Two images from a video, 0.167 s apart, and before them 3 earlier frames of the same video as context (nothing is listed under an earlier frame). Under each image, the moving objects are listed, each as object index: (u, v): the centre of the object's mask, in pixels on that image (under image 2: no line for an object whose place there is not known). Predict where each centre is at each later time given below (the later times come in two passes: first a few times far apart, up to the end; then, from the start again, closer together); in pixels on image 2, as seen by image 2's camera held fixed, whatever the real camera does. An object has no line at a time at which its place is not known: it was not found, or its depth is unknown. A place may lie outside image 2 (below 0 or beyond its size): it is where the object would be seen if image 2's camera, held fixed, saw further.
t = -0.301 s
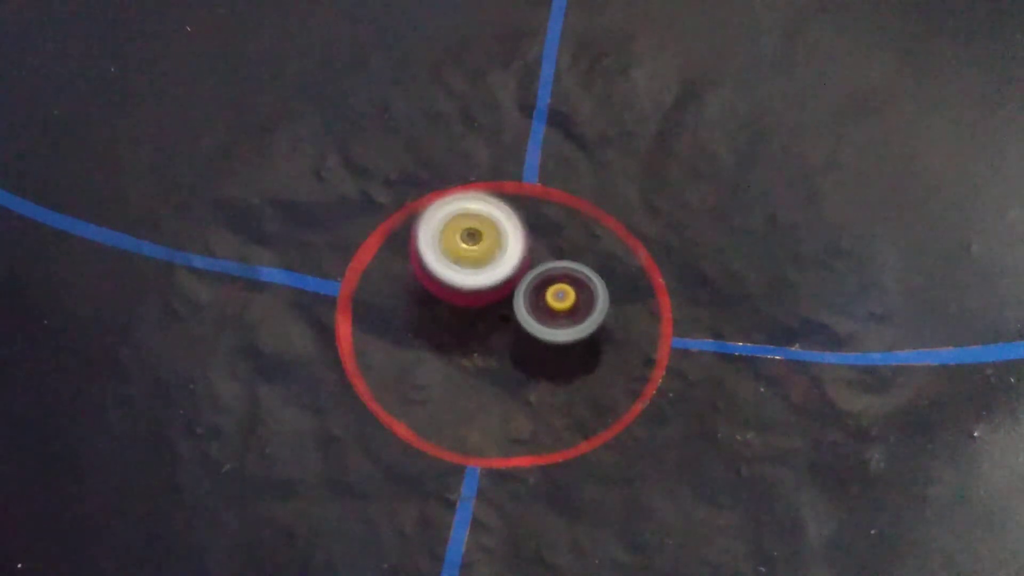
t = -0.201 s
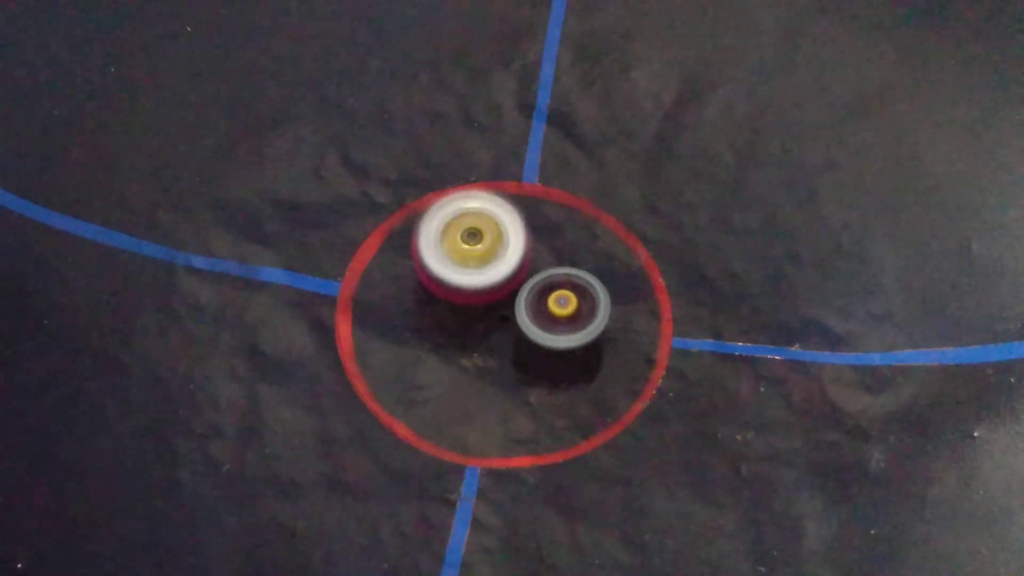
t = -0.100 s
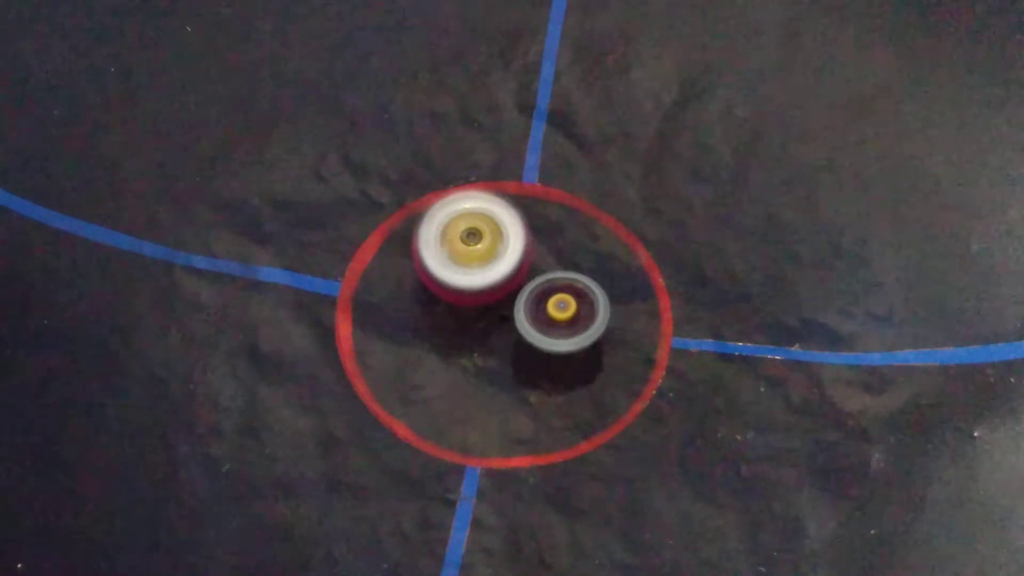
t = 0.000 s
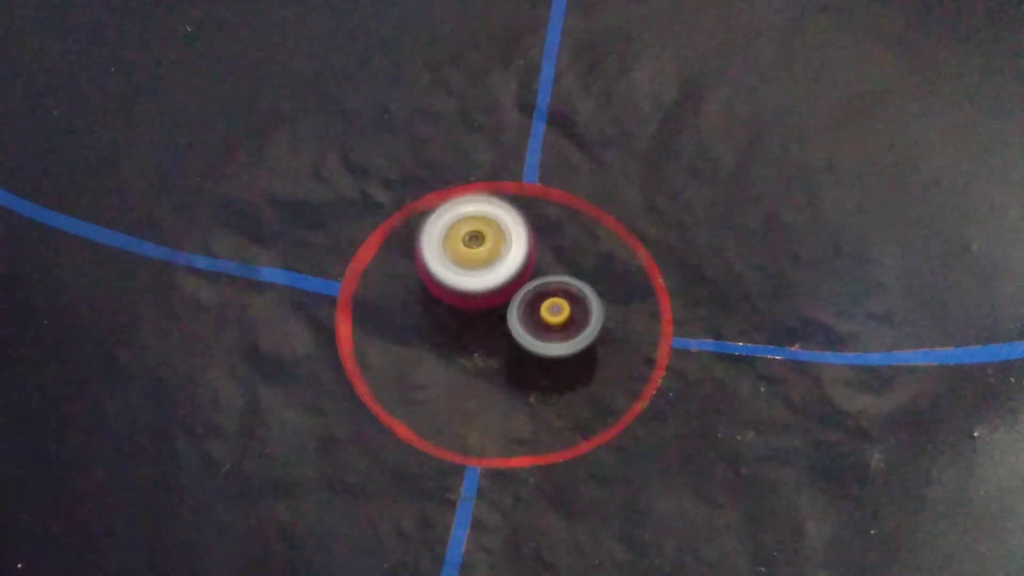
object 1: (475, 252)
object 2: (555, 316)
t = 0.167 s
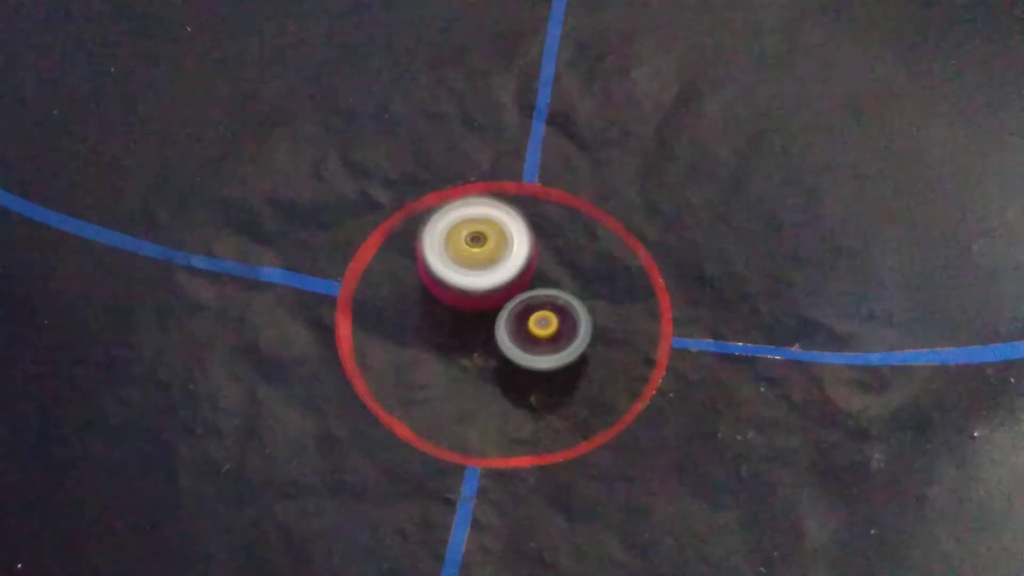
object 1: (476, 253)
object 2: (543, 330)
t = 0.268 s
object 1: (474, 255)
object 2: (537, 337)
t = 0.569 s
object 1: (465, 260)
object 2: (550, 341)
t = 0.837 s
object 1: (463, 258)
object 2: (540, 330)
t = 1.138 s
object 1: (469, 250)
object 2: (533, 330)
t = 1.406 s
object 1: (476, 248)
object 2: (535, 329)
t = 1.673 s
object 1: (478, 249)
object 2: (537, 332)
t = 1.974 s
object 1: (472, 250)
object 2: (539, 328)
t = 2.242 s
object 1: (469, 245)
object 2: (530, 326)
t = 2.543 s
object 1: (465, 251)
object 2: (533, 326)
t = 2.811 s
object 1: (471, 254)
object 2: (538, 333)
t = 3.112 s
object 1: (473, 251)
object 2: (536, 330)
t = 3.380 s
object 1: (471, 250)
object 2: (538, 332)
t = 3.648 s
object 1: (468, 251)
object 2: (537, 330)
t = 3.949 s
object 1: (472, 248)
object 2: (536, 328)
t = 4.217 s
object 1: (473, 251)
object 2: (535, 328)
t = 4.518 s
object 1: (472, 254)
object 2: (547, 336)
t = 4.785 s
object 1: (470, 257)
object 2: (541, 329)
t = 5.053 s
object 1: (471, 253)
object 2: (536, 328)
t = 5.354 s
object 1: (476, 249)
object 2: (546, 338)
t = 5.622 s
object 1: (480, 256)
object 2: (548, 332)
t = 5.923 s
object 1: (465, 254)
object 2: (553, 338)
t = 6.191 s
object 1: (481, 252)
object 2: (542, 329)
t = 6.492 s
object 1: (477, 245)
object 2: (533, 328)
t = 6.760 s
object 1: (462, 252)
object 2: (530, 327)
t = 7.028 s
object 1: (446, 261)
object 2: (531, 313)
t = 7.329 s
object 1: (441, 255)
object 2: (538, 298)
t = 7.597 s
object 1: (441, 252)
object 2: (534, 290)
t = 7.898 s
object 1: (441, 253)
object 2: (527, 303)
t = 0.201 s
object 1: (476, 254)
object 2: (540, 332)
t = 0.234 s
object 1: (474, 254)
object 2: (538, 334)
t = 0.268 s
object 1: (474, 255)
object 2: (537, 337)
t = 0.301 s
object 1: (474, 255)
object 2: (539, 338)
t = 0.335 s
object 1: (472, 256)
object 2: (541, 340)
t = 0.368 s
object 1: (471, 257)
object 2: (543, 341)
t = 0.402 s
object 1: (468, 258)
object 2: (542, 342)
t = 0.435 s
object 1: (468, 258)
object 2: (543, 343)
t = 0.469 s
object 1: (468, 258)
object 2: (545, 343)
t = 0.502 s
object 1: (466, 259)
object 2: (547, 342)
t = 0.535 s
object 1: (466, 259)
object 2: (549, 342)
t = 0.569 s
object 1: (465, 260)
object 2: (550, 341)
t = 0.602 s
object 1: (464, 260)
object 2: (550, 339)
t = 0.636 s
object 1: (464, 260)
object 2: (550, 339)
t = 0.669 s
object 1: (463, 260)
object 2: (548, 338)
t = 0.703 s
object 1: (463, 260)
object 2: (547, 336)
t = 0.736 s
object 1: (463, 259)
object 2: (545, 335)
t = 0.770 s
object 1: (463, 259)
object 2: (545, 334)
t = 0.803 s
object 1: (463, 259)
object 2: (543, 332)
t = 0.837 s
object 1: (463, 258)
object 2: (540, 330)
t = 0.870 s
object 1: (462, 257)
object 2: (538, 327)
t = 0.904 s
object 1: (463, 256)
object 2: (535, 326)
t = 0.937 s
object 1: (463, 253)
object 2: (532, 327)
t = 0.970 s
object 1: (465, 253)
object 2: (530, 328)
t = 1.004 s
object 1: (466, 253)
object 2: (531, 330)
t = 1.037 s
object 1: (465, 252)
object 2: (531, 331)
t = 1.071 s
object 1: (466, 251)
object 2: (532, 331)
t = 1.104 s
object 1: (467, 250)
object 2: (532, 330)
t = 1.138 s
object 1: (469, 250)
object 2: (533, 330)
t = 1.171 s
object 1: (469, 251)
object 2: (533, 329)
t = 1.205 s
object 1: (469, 250)
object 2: (534, 328)
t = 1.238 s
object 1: (470, 250)
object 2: (534, 327)
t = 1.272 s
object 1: (472, 249)
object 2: (533, 326)
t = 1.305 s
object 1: (474, 248)
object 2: (532, 327)
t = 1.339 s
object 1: (477, 247)
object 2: (532, 329)
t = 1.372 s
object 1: (477, 248)
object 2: (533, 329)
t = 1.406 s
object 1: (476, 248)
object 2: (535, 329)
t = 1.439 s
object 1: (476, 248)
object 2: (535, 328)
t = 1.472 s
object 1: (477, 247)
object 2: (536, 328)
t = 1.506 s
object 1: (477, 248)
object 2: (535, 327)
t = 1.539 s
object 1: (478, 247)
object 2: (534, 328)
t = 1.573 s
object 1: (479, 247)
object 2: (534, 330)
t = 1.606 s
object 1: (480, 248)
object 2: (535, 331)
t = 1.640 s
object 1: (479, 249)
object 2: (536, 332)
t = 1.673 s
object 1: (478, 249)
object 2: (537, 332)
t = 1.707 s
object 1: (479, 248)
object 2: (538, 332)
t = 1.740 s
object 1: (479, 248)
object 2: (539, 332)
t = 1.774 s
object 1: (478, 248)
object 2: (539, 331)
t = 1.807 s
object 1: (477, 249)
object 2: (539, 331)
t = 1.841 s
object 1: (476, 250)
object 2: (539, 331)
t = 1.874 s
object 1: (475, 250)
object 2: (539, 331)
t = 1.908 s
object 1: (475, 249)
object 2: (539, 331)
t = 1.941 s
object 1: (474, 250)
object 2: (539, 329)
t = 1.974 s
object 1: (472, 250)
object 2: (539, 328)
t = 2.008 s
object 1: (471, 250)
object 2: (537, 326)
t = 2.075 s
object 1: (470, 248)
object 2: (534, 325)
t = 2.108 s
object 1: (471, 248)
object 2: (534, 325)
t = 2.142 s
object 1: (470, 247)
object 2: (533, 325)
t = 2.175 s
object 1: (469, 246)
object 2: (532, 326)
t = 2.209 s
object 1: (469, 245)
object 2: (531, 326)
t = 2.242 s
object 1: (469, 245)
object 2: (530, 326)
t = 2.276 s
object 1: (468, 246)
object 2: (530, 327)
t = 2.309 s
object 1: (467, 246)
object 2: (530, 328)
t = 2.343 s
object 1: (465, 246)
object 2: (531, 329)
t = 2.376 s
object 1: (464, 245)
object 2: (533, 329)
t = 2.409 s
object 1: (464, 244)
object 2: (534, 329)
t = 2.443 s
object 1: (467, 245)
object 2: (535, 328)
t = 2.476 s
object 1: (469, 246)
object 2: (535, 327)
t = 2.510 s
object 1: (467, 249)
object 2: (534, 327)
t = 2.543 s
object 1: (465, 251)
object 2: (533, 326)
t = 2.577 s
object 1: (465, 250)
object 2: (532, 326)
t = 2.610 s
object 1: (466, 250)
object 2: (532, 326)
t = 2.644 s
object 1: (467, 249)
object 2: (531, 326)
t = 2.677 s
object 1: (469, 249)
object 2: (530, 327)
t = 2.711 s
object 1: (470, 249)
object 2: (531, 328)
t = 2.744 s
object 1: (472, 249)
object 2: (533, 330)
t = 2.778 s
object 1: (473, 251)
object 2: (536, 332)
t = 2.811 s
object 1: (471, 254)
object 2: (538, 333)
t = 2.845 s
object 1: (468, 253)
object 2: (541, 330)
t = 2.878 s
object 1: (467, 252)
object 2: (541, 328)
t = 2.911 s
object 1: (468, 251)
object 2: (541, 327)
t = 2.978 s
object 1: (470, 251)
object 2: (540, 326)
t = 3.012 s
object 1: (469, 251)
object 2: (535, 327)
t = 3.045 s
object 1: (471, 251)
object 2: (535, 328)
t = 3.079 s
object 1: (472, 251)
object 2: (535, 329)
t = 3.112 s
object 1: (473, 251)
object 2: (536, 330)
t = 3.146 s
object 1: (474, 252)
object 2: (536, 330)
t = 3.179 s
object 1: (472, 252)
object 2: (537, 331)
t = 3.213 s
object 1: (470, 251)
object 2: (537, 331)
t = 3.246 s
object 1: (471, 250)
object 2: (538, 332)
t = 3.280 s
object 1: (471, 249)
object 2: (538, 332)
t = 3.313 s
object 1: (471, 249)
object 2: (538, 332)
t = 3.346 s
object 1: (471, 249)
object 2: (538, 332)
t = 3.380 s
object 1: (471, 250)
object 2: (538, 332)
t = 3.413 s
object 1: (470, 250)
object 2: (538, 332)
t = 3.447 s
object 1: (469, 250)
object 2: (537, 331)
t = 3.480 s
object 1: (468, 250)
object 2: (537, 331)
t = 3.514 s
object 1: (469, 250)
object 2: (537, 331)
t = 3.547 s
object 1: (469, 250)
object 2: (537, 331)
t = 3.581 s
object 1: (468, 251)
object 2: (537, 331)
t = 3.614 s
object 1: (468, 251)
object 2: (537, 330)
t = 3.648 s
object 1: (468, 251)
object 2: (537, 330)
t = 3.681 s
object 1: (468, 251)
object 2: (537, 328)
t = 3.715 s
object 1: (469, 251)
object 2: (537, 327)
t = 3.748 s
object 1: (468, 252)
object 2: (535, 326)
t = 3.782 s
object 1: (469, 252)
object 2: (534, 327)
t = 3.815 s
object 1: (468, 251)
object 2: (534, 328)
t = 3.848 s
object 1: (470, 251)
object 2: (535, 329)
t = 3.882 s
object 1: (472, 250)
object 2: (536, 328)
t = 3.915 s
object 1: (471, 249)
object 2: (537, 328)
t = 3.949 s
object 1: (472, 248)
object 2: (536, 328)
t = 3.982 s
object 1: (472, 249)
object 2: (537, 328)
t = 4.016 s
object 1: (473, 250)
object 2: (536, 328)
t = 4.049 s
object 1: (473, 249)
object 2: (535, 328)
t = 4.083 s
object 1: (474, 249)
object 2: (534, 328)
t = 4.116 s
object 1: (474, 249)
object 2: (534, 328)
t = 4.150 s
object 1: (473, 250)
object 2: (535, 328)
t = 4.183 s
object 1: (473, 250)
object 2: (535, 328)
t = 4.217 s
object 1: (473, 251)
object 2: (535, 328)
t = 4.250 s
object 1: (476, 250)
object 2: (535, 330)
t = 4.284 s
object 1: (475, 249)
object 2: (536, 332)
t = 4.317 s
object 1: (476, 250)
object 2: (538, 333)
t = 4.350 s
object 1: (473, 253)
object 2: (539, 334)
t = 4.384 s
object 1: (471, 255)
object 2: (541, 335)
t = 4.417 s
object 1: (470, 256)
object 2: (543, 335)
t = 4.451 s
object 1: (471, 255)
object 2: (545, 336)
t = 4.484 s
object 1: (471, 255)
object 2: (546, 336)
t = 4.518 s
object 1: (472, 254)
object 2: (547, 336)
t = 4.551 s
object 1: (472, 255)
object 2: (548, 335)
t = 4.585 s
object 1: (472, 254)
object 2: (548, 335)
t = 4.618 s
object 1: (473, 254)
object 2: (548, 334)
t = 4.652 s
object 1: (474, 254)
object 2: (547, 334)
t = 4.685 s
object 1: (476, 255)
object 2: (545, 332)
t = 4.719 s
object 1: (473, 257)
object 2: (544, 331)
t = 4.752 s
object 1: (472, 257)
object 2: (541, 329)
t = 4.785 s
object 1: (470, 257)
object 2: (541, 329)
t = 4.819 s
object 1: (469, 256)
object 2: (541, 329)
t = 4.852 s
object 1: (467, 254)
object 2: (540, 329)
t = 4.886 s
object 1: (467, 252)
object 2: (539, 329)
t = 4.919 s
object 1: (467, 250)
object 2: (538, 329)
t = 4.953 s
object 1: (467, 250)
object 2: (539, 328)
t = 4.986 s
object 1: (469, 251)
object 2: (538, 328)
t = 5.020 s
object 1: (470, 253)
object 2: (537, 328)
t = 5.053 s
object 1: (471, 253)
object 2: (536, 328)
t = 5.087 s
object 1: (474, 253)
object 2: (537, 330)
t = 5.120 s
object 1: (474, 251)
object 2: (537, 331)
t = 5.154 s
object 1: (473, 250)
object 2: (537, 332)
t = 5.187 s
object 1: (476, 250)
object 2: (538, 333)
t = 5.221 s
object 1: (476, 250)
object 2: (540, 335)
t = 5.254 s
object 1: (475, 249)
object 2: (542, 336)
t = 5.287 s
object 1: (475, 248)
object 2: (544, 337)
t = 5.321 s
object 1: (475, 249)
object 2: (544, 338)
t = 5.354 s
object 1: (476, 249)
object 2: (546, 338)
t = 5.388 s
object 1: (476, 249)
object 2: (547, 339)
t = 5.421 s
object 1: (475, 250)
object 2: (548, 338)
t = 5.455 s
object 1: (477, 251)
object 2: (549, 339)
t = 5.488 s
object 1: (479, 252)
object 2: (551, 338)
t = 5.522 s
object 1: (479, 253)
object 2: (551, 336)
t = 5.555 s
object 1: (478, 253)
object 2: (551, 335)
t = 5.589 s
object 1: (480, 254)
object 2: (550, 333)
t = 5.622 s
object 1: (480, 256)
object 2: (548, 332)
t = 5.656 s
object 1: (477, 257)
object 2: (545, 331)
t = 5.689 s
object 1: (478, 255)
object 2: (545, 334)
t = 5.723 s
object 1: (476, 252)
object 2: (547, 337)
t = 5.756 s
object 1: (472, 249)
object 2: (549, 338)
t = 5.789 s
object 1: (470, 247)
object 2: (550, 338)
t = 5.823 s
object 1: (468, 248)
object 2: (550, 338)
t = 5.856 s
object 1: (467, 250)
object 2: (552, 337)
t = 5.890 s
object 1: (466, 252)
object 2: (553, 337)
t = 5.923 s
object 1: (465, 254)
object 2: (553, 338)
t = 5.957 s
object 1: (465, 258)
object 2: (554, 337)
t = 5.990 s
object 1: (467, 258)
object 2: (553, 336)
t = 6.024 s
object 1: (471, 259)
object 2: (552, 334)
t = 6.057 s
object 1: (474, 258)
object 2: (550, 333)
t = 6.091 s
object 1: (475, 256)
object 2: (547, 333)
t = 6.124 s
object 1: (479, 253)
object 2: (546, 332)
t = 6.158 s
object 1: (480, 251)
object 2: (544, 331)
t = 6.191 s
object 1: (481, 252)
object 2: (542, 329)
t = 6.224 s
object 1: (477, 251)
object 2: (539, 328)
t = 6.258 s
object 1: (477, 252)
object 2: (538, 328)
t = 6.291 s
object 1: (475, 249)
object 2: (538, 328)
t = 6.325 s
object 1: (476, 247)
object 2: (537, 328)
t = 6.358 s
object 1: (479, 246)
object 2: (535, 328)
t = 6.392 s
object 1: (481, 244)
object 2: (535, 328)
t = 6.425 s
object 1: (484, 244)
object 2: (534, 328)
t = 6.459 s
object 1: (481, 245)
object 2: (534, 328)
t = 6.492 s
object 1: (477, 245)
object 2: (533, 328)
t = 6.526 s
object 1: (476, 247)
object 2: (532, 328)
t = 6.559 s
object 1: (474, 247)
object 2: (532, 328)
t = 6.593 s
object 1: (472, 247)
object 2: (533, 329)
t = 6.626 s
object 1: (471, 247)
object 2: (533, 329)
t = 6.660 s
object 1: (471, 248)
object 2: (533, 328)
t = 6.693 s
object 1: (469, 249)
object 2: (531, 328)
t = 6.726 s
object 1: (464, 250)
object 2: (531, 327)
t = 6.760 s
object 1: (462, 252)
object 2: (530, 327)
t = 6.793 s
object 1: (459, 255)
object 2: (530, 327)
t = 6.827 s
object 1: (456, 257)
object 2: (530, 326)
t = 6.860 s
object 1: (454, 259)
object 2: (529, 325)
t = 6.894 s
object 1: (451, 257)
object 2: (529, 323)
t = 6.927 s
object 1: (450, 261)
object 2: (529, 320)
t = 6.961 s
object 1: (449, 261)
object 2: (529, 318)
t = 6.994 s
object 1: (447, 262)
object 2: (529, 316)
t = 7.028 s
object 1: (446, 261)
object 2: (531, 313)
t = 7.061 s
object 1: (444, 262)
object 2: (531, 310)
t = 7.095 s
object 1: (443, 264)
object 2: (531, 309)
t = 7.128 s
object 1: (440, 266)
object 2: (530, 306)
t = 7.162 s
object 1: (439, 267)
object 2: (530, 304)
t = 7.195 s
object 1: (439, 266)
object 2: (531, 302)
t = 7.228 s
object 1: (441, 264)
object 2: (533, 301)
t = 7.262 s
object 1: (440, 260)
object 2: (537, 301)
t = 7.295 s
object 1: (441, 257)
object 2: (538, 299)
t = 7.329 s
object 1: (441, 255)
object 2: (538, 298)
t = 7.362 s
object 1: (441, 253)
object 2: (538, 296)
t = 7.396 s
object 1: (441, 253)
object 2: (536, 295)
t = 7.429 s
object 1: (441, 254)
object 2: (536, 294)
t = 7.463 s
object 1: (441, 255)
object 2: (536, 292)
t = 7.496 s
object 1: (440, 256)
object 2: (534, 292)
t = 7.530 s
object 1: (440, 256)
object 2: (534, 291)
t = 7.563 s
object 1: (440, 255)
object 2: (533, 292)
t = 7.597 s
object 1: (441, 252)
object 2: (534, 290)
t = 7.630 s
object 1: (441, 252)
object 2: (532, 292)
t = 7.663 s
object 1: (440, 252)
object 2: (530, 294)
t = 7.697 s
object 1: (440, 252)
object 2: (530, 294)
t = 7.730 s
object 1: (441, 252)
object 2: (529, 296)
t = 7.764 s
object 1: (440, 252)
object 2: (528, 297)
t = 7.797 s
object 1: (441, 253)
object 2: (529, 299)
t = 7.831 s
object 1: (440, 253)
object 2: (528, 300)
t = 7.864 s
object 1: (441, 253)
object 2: (529, 301)
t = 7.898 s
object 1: (441, 253)
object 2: (527, 303)
